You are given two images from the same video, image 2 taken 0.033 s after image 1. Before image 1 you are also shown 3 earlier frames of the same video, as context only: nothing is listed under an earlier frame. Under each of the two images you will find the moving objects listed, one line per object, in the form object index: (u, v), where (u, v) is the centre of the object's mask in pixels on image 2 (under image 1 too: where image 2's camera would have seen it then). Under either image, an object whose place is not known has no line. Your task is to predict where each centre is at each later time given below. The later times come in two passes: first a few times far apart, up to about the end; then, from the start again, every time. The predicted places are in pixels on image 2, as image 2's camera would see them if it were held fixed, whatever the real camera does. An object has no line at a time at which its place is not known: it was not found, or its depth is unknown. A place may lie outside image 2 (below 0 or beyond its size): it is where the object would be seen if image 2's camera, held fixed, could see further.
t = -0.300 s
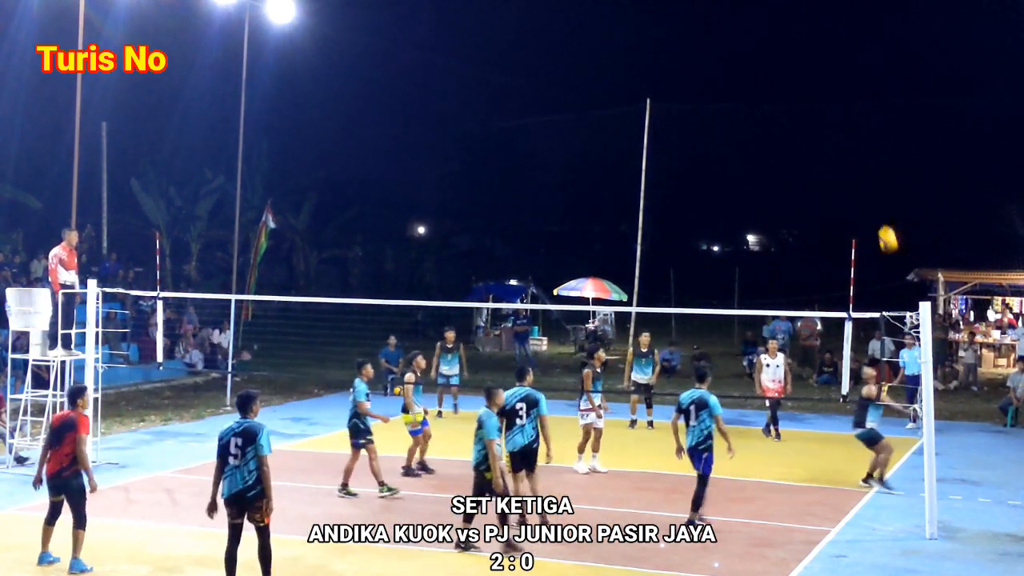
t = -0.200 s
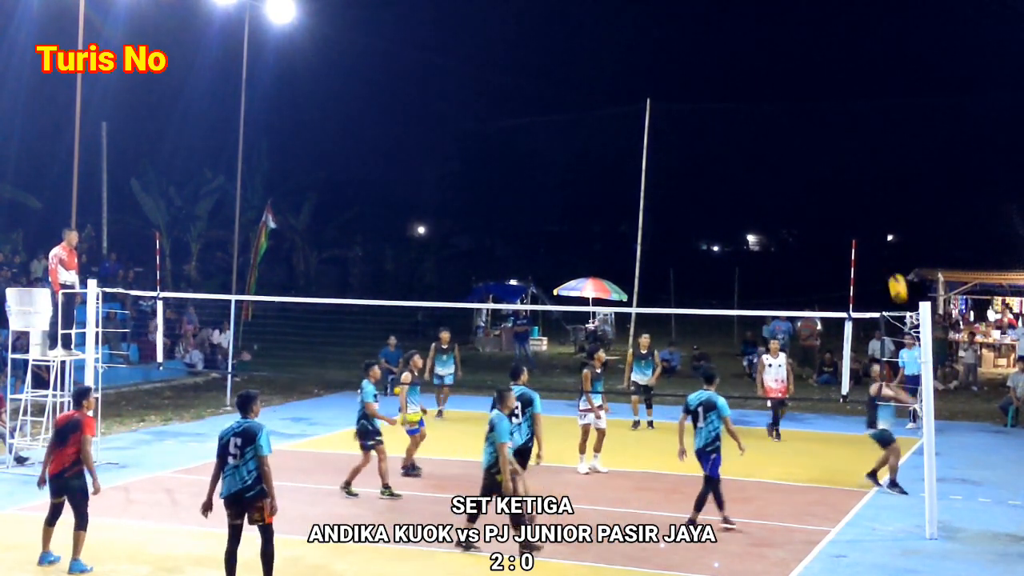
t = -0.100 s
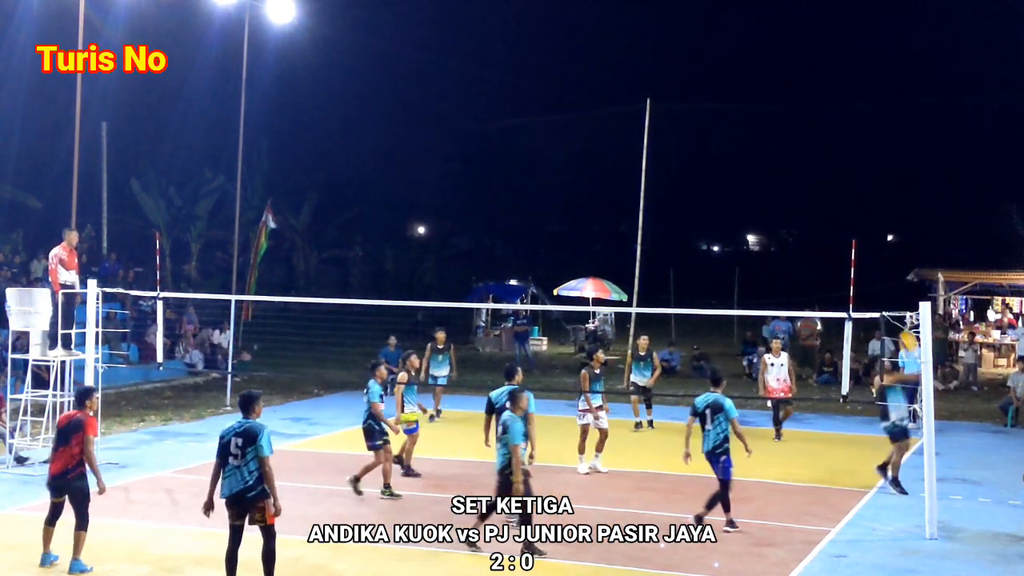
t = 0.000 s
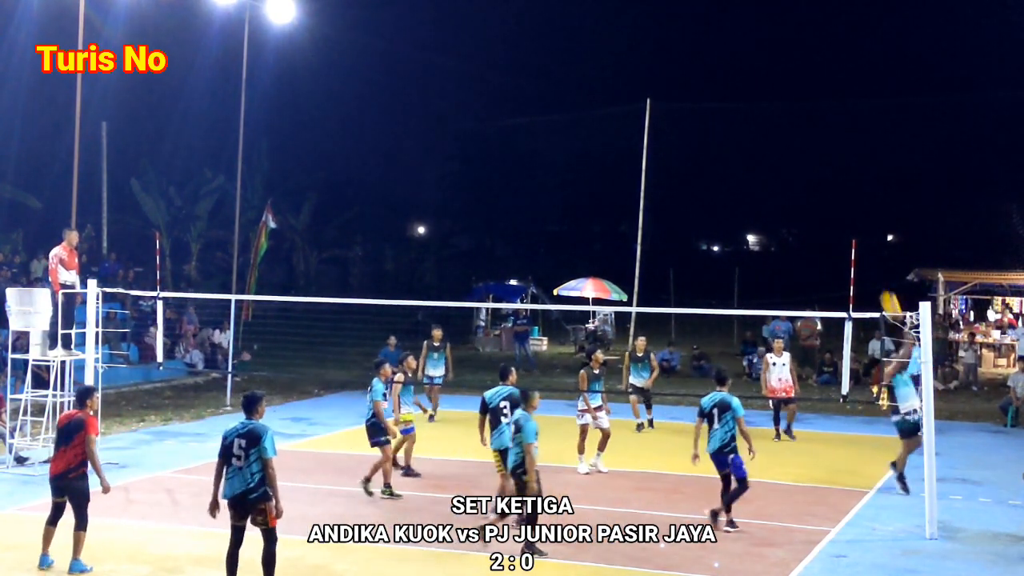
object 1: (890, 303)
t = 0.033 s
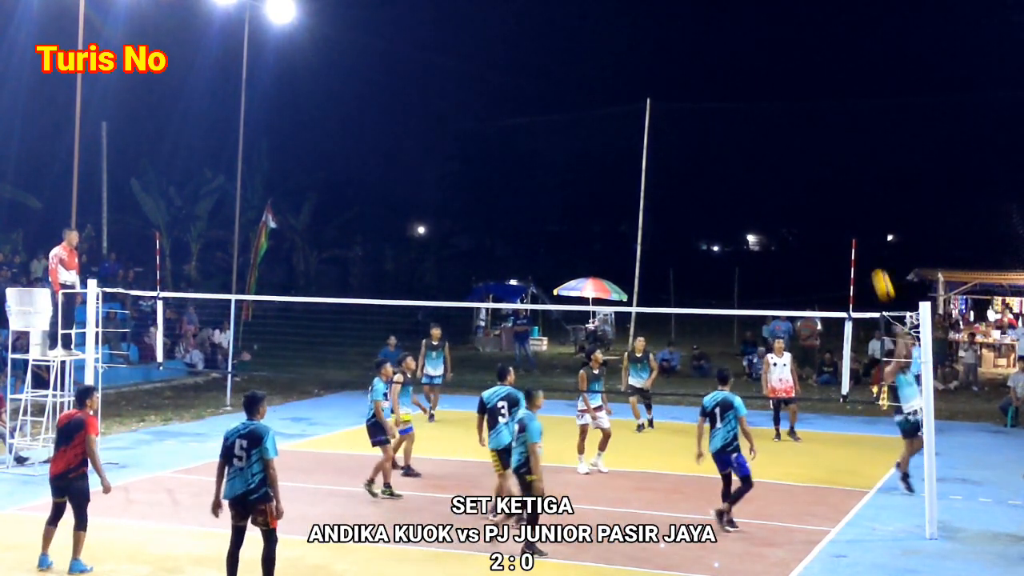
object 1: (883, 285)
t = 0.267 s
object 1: (827, 161)
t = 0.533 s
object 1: (770, 81)
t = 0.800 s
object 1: (719, 56)
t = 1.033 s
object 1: (677, 75)
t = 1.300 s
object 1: (635, 137)
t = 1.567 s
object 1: (596, 234)
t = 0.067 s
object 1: (874, 264)
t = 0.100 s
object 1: (866, 244)
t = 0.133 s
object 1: (858, 226)
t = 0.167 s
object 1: (851, 208)
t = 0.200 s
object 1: (843, 191)
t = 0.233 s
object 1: (835, 176)
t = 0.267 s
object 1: (827, 161)
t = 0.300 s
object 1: (820, 148)
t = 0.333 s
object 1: (813, 136)
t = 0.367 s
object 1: (805, 124)
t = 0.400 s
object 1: (798, 114)
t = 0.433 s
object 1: (791, 104)
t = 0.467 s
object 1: (784, 95)
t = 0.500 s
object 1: (777, 88)
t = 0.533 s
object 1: (770, 81)
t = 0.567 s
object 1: (763, 75)
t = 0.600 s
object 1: (757, 70)
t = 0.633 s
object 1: (750, 65)
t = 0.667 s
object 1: (744, 62)
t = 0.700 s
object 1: (737, 59)
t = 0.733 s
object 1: (731, 58)
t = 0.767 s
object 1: (725, 57)
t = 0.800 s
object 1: (719, 56)
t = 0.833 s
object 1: (713, 57)
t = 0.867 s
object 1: (707, 58)
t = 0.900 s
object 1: (700, 60)
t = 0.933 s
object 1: (695, 63)
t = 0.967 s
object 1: (689, 66)
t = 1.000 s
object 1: (683, 70)
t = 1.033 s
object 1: (677, 75)
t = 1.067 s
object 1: (672, 81)
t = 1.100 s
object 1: (667, 87)
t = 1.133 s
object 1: (661, 93)
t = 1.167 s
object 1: (656, 101)
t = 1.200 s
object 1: (650, 109)
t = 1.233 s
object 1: (645, 118)
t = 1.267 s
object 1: (640, 127)
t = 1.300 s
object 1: (635, 137)
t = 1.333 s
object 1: (630, 147)
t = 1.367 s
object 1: (625, 158)
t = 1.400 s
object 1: (620, 169)
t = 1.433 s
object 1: (615, 181)
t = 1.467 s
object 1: (610, 194)
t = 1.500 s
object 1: (605, 207)
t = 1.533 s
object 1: (600, 220)
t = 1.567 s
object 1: (596, 234)
